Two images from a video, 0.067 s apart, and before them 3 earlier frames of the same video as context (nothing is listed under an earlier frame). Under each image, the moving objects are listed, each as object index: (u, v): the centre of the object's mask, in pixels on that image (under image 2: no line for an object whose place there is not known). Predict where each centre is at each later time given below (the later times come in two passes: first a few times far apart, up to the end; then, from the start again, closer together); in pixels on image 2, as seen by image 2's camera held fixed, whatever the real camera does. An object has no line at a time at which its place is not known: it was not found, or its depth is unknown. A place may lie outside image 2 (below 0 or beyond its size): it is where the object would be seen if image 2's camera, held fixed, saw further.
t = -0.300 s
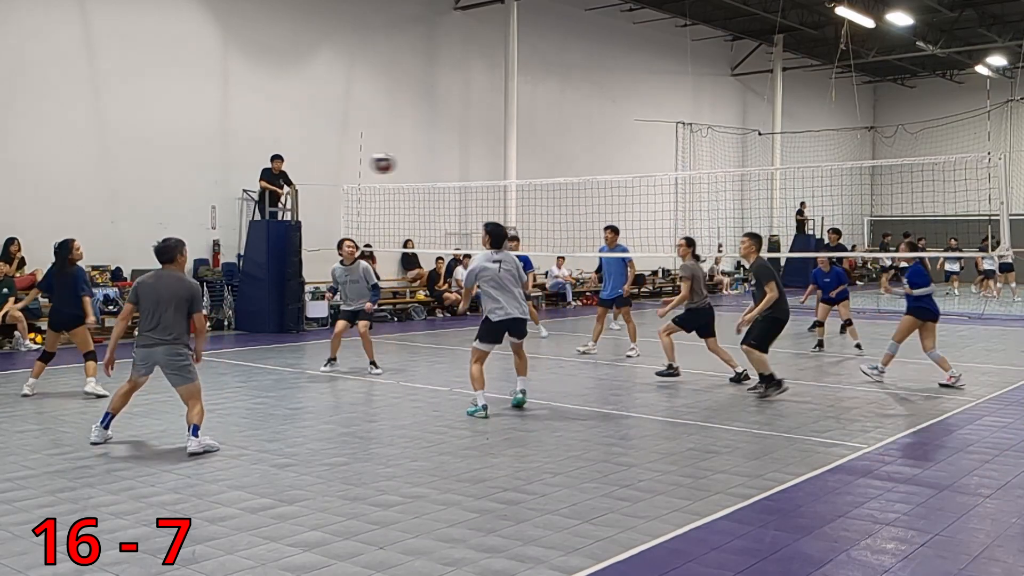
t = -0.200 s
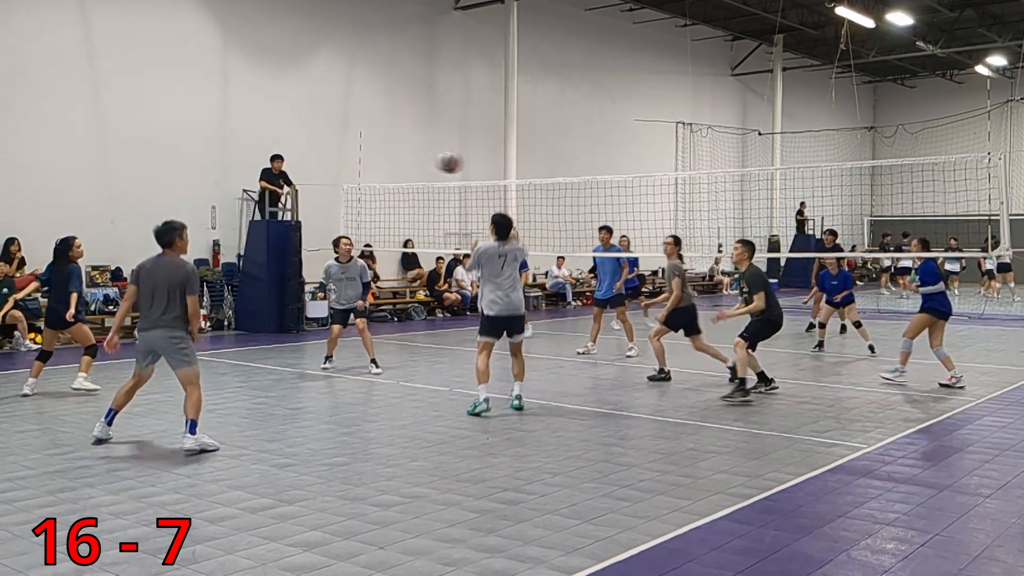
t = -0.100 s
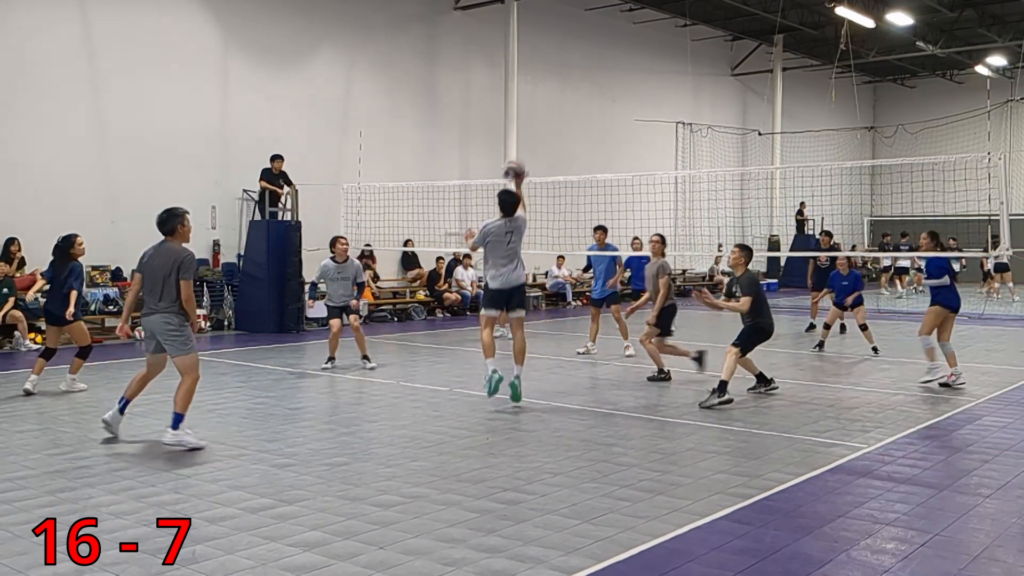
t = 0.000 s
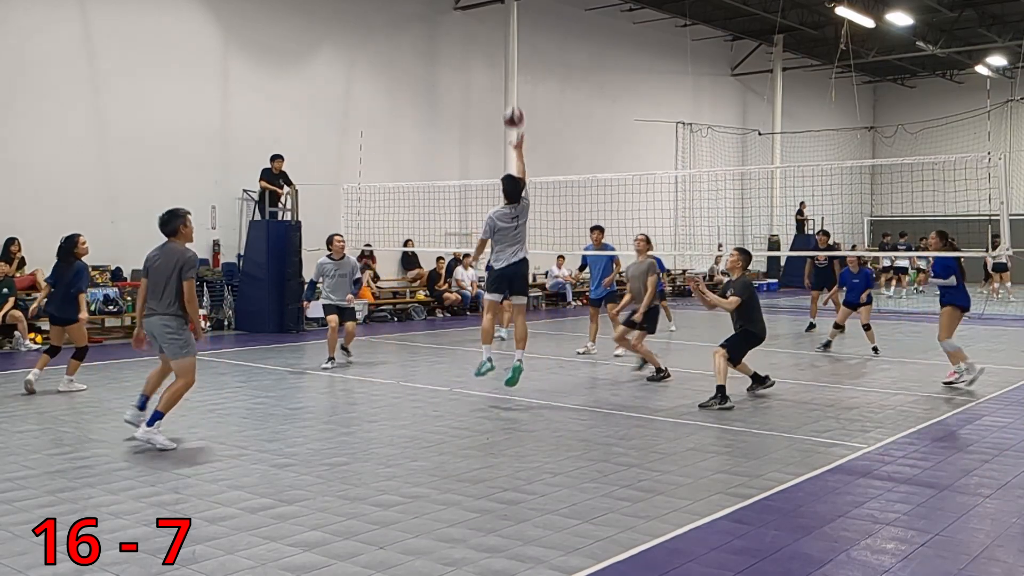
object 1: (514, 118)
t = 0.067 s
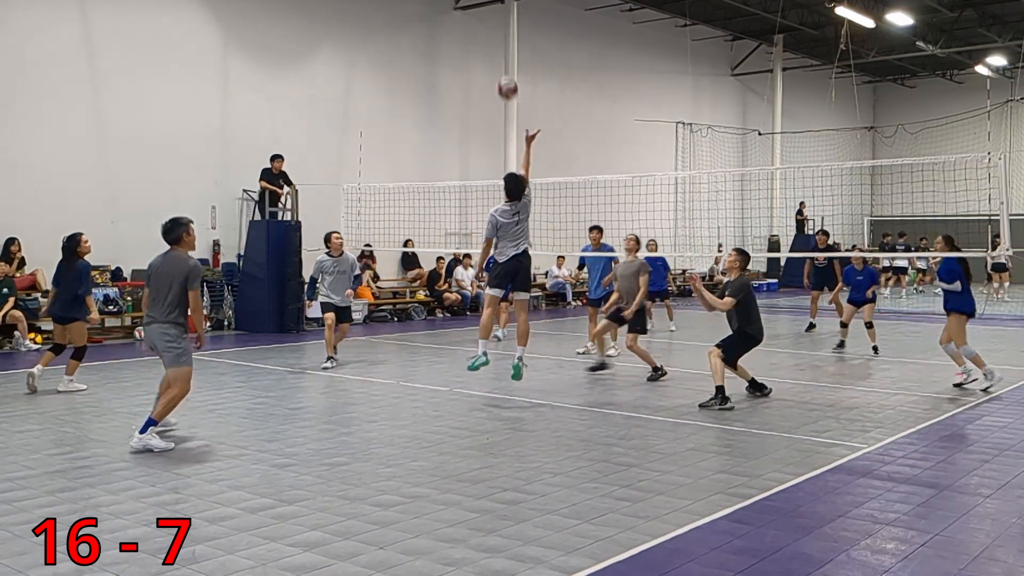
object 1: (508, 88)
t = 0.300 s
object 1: (488, 26)
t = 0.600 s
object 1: (469, 26)
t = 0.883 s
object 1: (453, 97)
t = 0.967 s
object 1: (448, 130)
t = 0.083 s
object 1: (506, 82)
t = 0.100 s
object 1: (504, 76)
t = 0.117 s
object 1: (503, 70)
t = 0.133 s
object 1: (501, 64)
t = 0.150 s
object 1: (500, 59)
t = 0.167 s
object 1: (499, 54)
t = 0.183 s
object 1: (497, 50)
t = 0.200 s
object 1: (496, 46)
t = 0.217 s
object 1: (495, 42)
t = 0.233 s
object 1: (493, 37)
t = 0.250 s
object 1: (492, 34)
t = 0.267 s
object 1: (491, 31)
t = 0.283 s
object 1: (490, 29)
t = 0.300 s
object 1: (488, 26)
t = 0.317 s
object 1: (487, 24)
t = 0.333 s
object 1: (486, 22)
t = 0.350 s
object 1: (485, 20)
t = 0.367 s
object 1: (484, 19)
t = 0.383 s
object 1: (483, 18)
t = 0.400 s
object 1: (481, 18)
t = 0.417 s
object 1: (480, 17)
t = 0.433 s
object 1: (479, 17)
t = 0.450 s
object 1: (478, 16)
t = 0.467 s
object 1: (477, 17)
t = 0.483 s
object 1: (476, 17)
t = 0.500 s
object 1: (475, 18)
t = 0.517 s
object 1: (473, 19)
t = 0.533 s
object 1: (472, 20)
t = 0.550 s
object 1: (471, 22)
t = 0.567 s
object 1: (470, 24)
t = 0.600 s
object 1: (469, 26)
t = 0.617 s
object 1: (468, 28)
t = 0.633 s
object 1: (468, 31)
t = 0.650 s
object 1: (467, 34)
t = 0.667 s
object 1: (465, 37)
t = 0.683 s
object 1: (464, 40)
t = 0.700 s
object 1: (463, 44)
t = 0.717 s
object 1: (462, 47)
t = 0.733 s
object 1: (461, 51)
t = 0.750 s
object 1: (460, 55)
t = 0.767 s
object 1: (459, 59)
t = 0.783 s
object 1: (459, 64)
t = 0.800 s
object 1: (458, 69)
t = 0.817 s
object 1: (457, 75)
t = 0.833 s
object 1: (456, 80)
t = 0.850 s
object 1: (455, 85)
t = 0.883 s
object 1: (453, 97)
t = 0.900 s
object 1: (451, 103)
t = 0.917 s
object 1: (451, 110)
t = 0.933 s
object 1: (450, 116)
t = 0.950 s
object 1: (449, 122)
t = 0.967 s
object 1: (448, 130)
